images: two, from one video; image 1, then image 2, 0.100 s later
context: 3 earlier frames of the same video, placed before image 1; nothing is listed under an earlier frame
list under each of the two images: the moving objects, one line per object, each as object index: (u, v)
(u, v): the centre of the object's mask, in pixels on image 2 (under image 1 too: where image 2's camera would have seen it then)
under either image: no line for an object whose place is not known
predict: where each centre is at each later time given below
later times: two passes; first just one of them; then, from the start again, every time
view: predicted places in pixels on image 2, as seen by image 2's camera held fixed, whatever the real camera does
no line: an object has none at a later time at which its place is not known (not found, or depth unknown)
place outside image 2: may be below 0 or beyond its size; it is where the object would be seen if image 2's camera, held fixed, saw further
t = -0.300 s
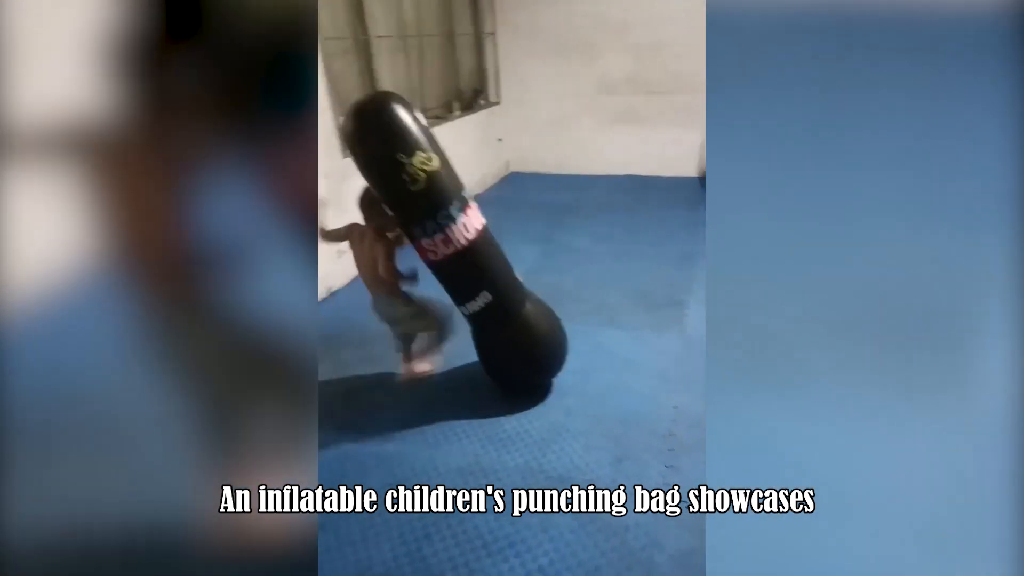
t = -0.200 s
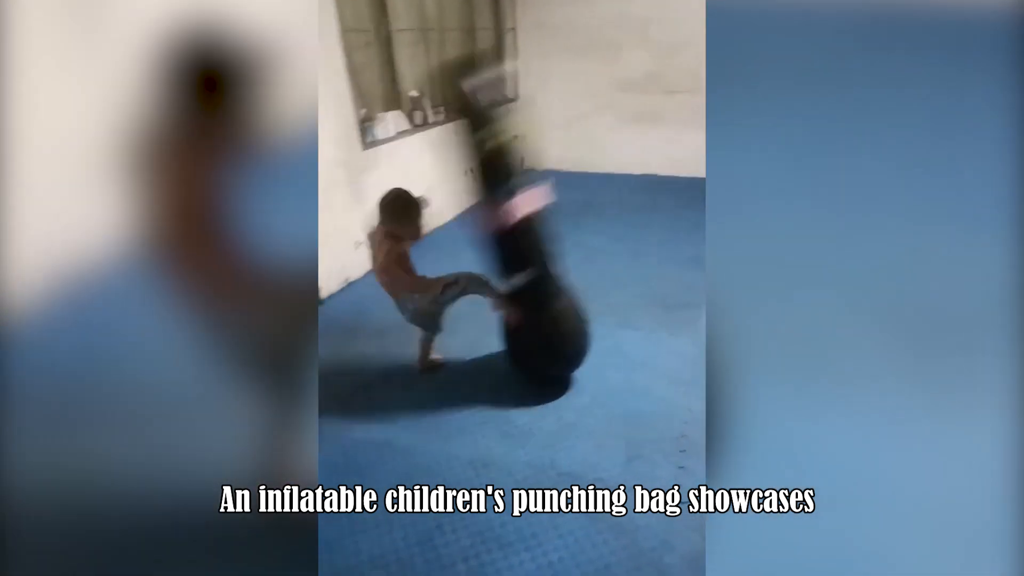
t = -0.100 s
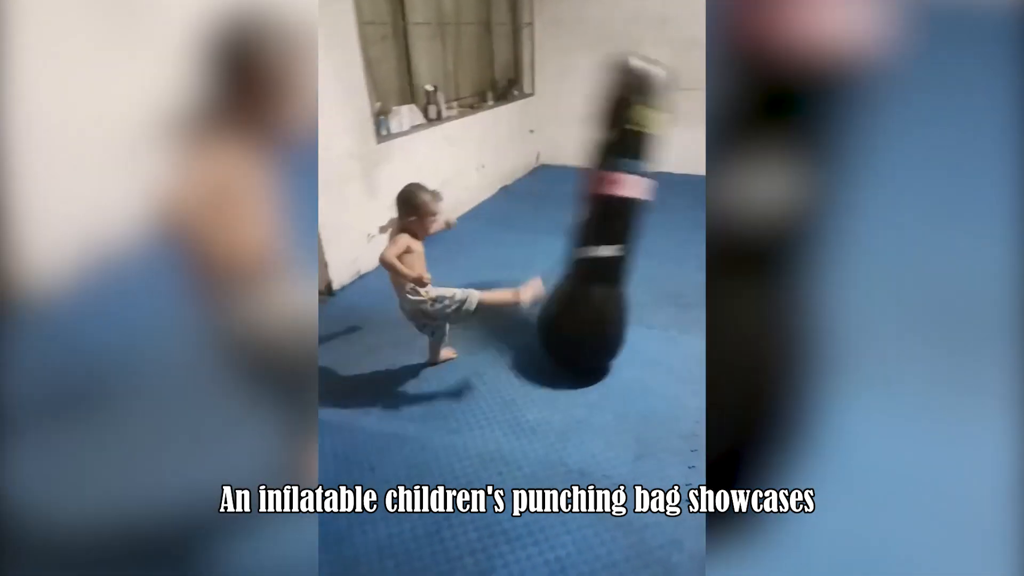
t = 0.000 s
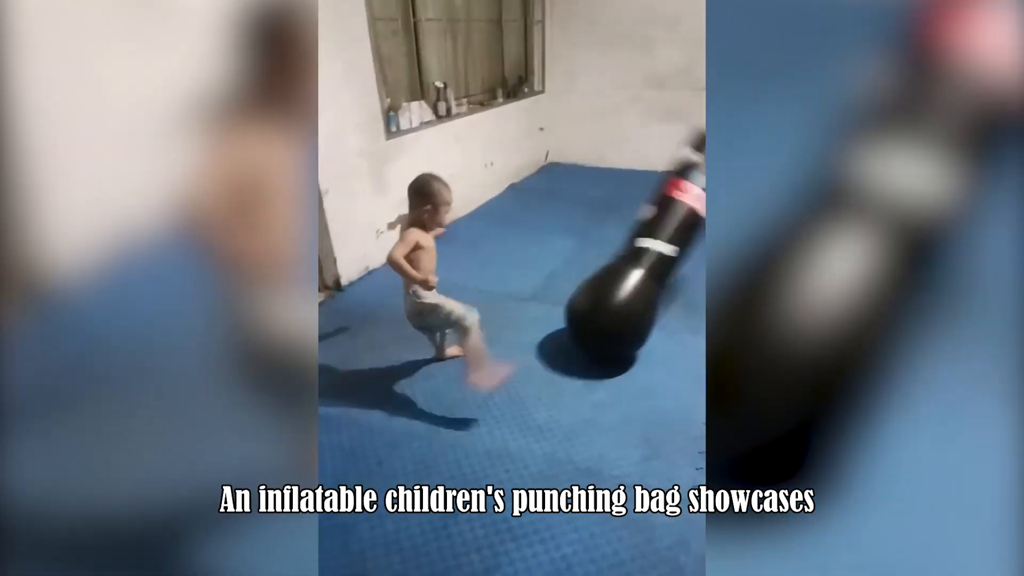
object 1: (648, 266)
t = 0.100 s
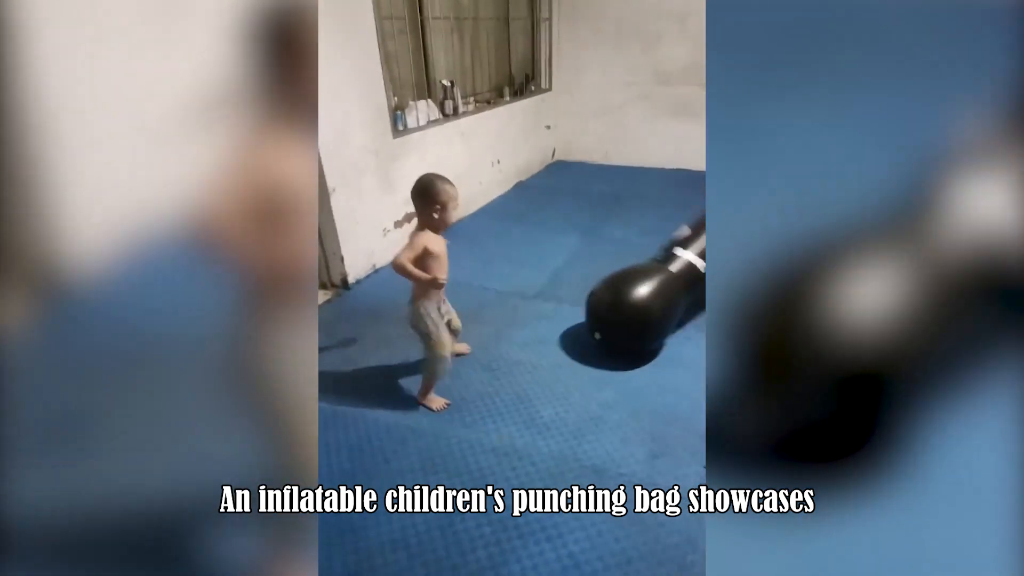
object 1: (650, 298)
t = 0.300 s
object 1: (655, 302)
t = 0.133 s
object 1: (651, 303)
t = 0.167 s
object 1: (651, 304)
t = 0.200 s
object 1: (652, 303)
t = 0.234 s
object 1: (653, 303)
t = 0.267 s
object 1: (653, 304)
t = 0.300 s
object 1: (655, 302)
